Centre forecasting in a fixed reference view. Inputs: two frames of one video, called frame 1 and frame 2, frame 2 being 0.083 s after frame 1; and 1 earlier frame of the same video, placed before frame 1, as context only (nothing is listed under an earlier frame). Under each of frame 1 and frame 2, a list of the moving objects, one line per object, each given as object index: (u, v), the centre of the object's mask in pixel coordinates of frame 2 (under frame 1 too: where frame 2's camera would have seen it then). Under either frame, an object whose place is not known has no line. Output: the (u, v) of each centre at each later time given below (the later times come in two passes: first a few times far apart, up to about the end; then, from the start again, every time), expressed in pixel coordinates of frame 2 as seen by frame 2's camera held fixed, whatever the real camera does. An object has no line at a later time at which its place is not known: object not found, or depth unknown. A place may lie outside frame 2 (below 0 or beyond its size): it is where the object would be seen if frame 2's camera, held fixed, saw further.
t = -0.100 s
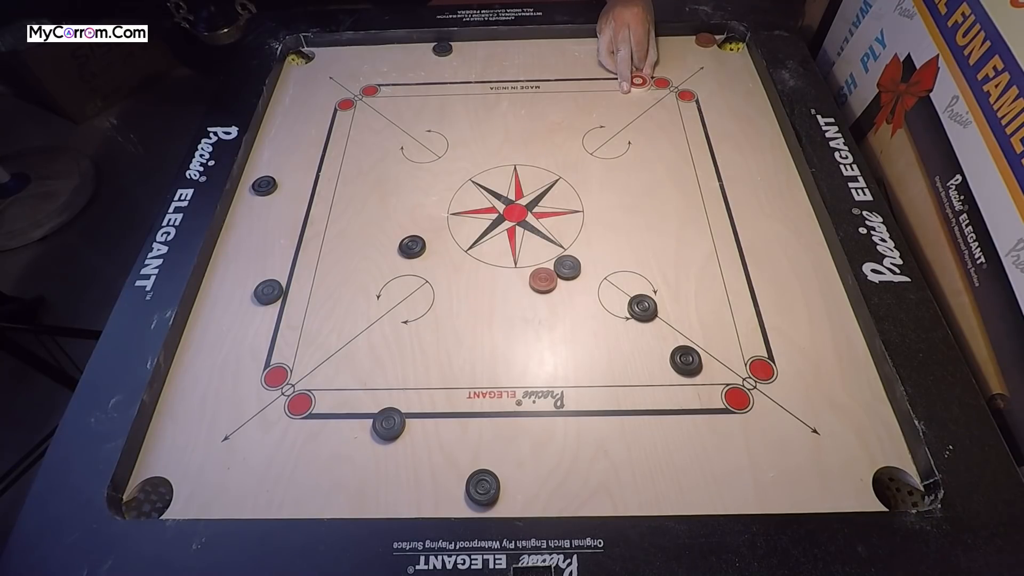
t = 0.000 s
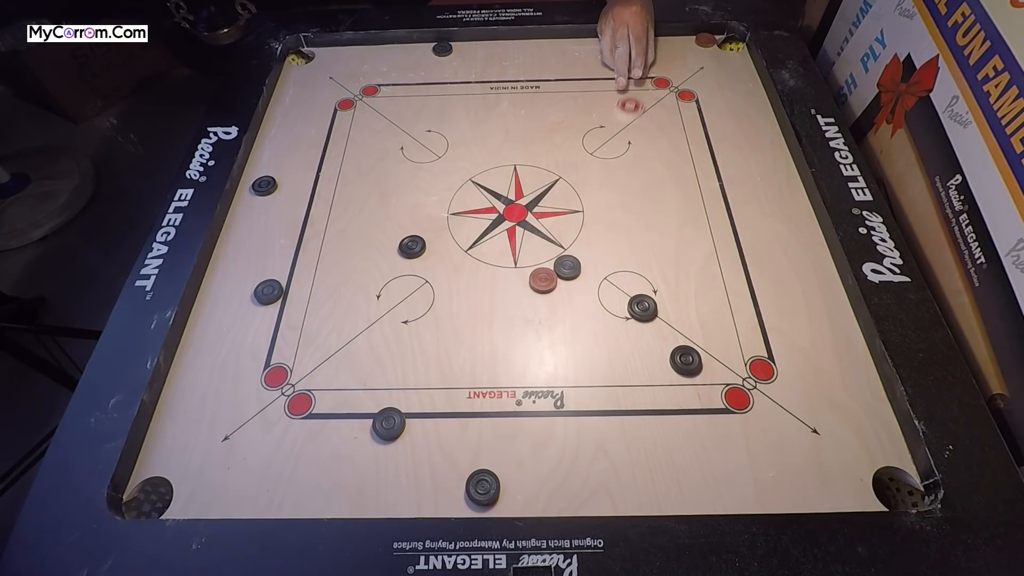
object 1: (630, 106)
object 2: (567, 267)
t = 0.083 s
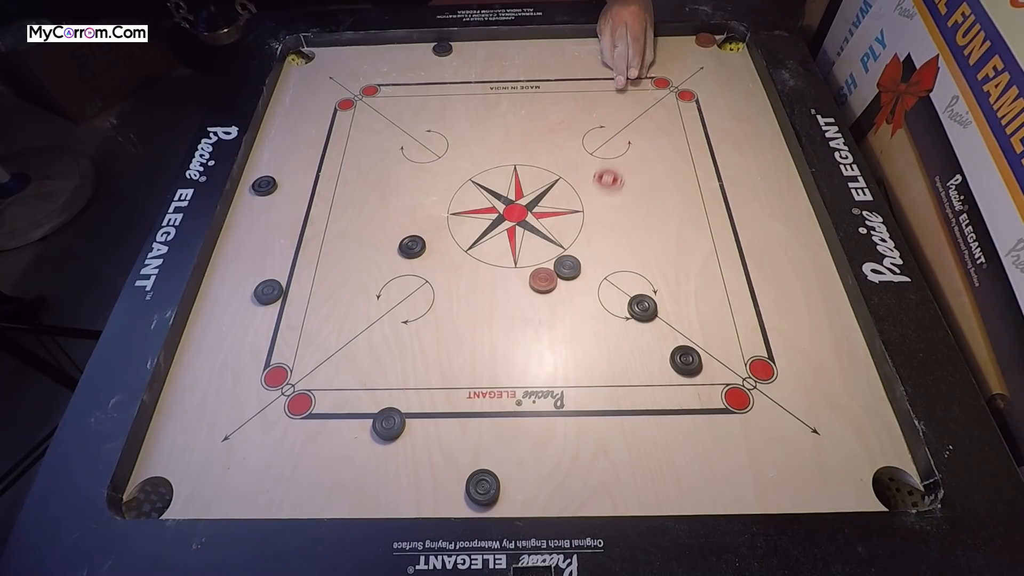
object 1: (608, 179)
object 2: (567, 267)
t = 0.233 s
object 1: (598, 293)
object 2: (554, 333)
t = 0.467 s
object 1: (628, 403)
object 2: (525, 499)
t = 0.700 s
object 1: (644, 458)
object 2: (530, 429)
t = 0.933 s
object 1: (645, 460)
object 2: (531, 423)
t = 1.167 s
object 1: (645, 460)
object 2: (531, 423)
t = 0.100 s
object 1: (603, 195)
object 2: (567, 267)
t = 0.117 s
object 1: (598, 212)
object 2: (567, 267)
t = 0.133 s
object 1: (593, 229)
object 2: (567, 267)
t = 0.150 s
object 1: (588, 246)
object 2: (567, 267)
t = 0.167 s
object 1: (589, 257)
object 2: (565, 280)
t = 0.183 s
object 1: (591, 266)
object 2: (562, 293)
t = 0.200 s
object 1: (593, 275)
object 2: (559, 306)
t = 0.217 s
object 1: (596, 284)
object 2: (557, 320)
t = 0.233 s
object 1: (598, 293)
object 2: (554, 333)
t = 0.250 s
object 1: (600, 302)
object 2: (552, 347)
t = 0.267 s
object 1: (603, 311)
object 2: (549, 361)
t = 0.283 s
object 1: (605, 319)
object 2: (547, 373)
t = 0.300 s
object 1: (607, 328)
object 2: (544, 387)
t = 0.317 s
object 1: (610, 336)
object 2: (542, 400)
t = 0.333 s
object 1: (612, 344)
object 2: (540, 414)
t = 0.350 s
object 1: (614, 353)
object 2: (538, 427)
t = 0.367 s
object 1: (616, 360)
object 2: (535, 440)
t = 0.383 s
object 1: (618, 368)
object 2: (533, 452)
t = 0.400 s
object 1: (620, 376)
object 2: (531, 465)
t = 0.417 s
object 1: (622, 383)
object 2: (529, 477)
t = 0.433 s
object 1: (624, 390)
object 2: (527, 489)
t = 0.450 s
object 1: (626, 396)
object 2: (525, 499)
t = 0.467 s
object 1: (628, 403)
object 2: (525, 499)
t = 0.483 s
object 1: (630, 409)
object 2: (526, 492)
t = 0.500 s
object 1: (631, 415)
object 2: (526, 484)
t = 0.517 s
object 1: (633, 420)
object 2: (527, 477)
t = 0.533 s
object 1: (634, 426)
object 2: (527, 470)
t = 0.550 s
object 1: (635, 431)
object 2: (528, 464)
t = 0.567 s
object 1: (637, 435)
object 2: (528, 458)
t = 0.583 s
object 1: (638, 439)
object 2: (529, 453)
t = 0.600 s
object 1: (639, 444)
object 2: (529, 448)
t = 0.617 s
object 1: (640, 446)
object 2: (529, 444)
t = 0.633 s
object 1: (641, 450)
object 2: (530, 440)
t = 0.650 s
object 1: (642, 453)
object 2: (530, 437)
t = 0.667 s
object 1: (643, 454)
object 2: (530, 434)
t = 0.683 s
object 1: (643, 457)
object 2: (530, 431)
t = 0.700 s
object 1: (644, 458)
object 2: (530, 429)
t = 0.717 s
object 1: (644, 459)
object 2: (531, 427)
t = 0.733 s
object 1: (644, 459)
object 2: (531, 425)
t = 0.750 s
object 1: (645, 459)
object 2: (531, 424)
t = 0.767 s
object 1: (645, 460)
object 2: (531, 423)
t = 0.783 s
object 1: (645, 459)
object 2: (531, 423)
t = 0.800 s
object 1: (645, 460)
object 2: (531, 423)
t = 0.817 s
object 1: (645, 459)
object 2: (531, 423)
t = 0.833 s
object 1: (645, 460)
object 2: (531, 423)
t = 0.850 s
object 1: (645, 459)
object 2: (531, 423)
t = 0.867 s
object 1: (645, 460)
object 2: (531, 423)
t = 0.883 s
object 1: (645, 459)
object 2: (531, 423)
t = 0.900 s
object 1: (645, 459)
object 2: (531, 423)
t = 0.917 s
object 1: (645, 460)
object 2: (531, 423)
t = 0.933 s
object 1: (645, 460)
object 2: (531, 423)
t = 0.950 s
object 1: (645, 460)
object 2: (531, 423)
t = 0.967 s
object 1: (645, 460)
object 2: (531, 423)
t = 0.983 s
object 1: (645, 460)
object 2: (531, 423)
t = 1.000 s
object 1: (645, 460)
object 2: (531, 423)
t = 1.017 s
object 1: (645, 460)
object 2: (531, 423)
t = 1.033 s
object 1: (645, 460)
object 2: (531, 423)
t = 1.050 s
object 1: (645, 460)
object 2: (531, 423)
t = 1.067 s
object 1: (645, 460)
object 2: (531, 423)
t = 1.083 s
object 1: (645, 460)
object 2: (531, 423)
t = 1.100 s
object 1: (645, 460)
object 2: (531, 423)
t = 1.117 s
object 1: (645, 460)
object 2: (531, 423)
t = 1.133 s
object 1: (645, 460)
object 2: (531, 423)
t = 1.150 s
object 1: (645, 460)
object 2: (531, 423)
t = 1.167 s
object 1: (645, 460)
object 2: (531, 423)
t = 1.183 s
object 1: (645, 460)
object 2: (531, 423)
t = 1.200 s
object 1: (645, 460)
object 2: (531, 423)
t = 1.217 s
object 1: (645, 460)
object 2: (531, 423)
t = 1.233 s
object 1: (645, 460)
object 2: (531, 423)
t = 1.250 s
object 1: (645, 460)
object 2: (531, 423)
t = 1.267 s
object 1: (645, 460)
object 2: (531, 423)
